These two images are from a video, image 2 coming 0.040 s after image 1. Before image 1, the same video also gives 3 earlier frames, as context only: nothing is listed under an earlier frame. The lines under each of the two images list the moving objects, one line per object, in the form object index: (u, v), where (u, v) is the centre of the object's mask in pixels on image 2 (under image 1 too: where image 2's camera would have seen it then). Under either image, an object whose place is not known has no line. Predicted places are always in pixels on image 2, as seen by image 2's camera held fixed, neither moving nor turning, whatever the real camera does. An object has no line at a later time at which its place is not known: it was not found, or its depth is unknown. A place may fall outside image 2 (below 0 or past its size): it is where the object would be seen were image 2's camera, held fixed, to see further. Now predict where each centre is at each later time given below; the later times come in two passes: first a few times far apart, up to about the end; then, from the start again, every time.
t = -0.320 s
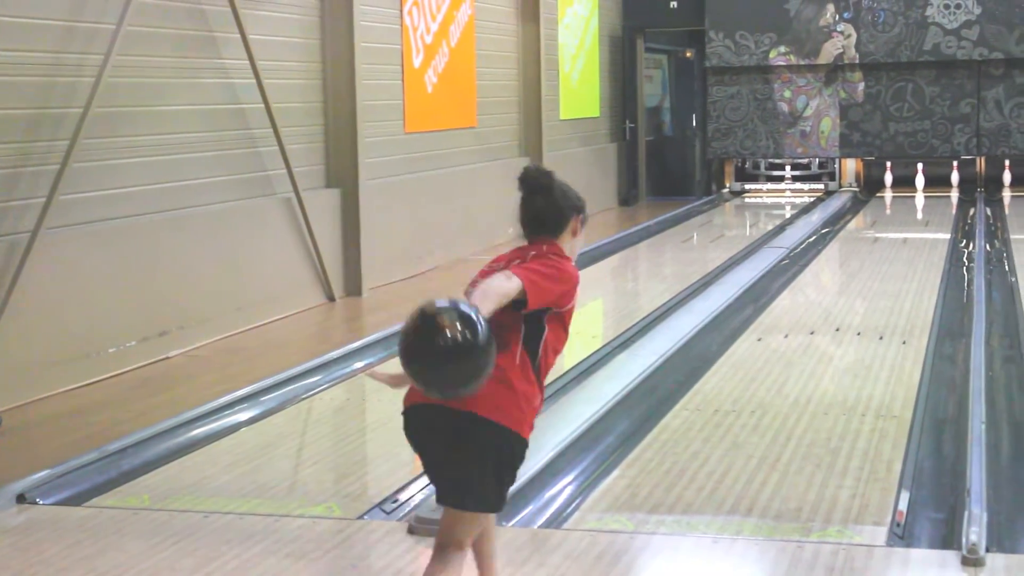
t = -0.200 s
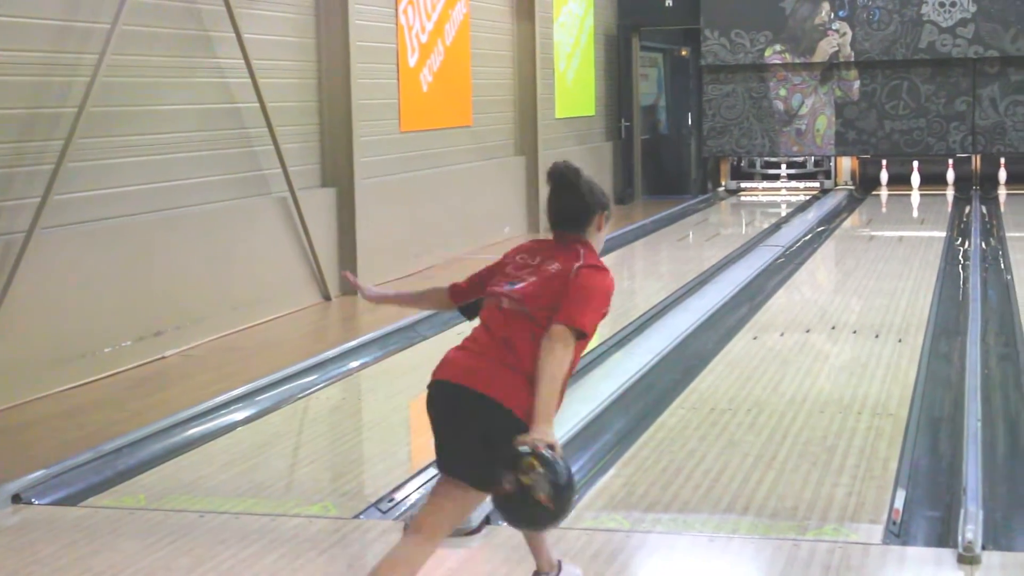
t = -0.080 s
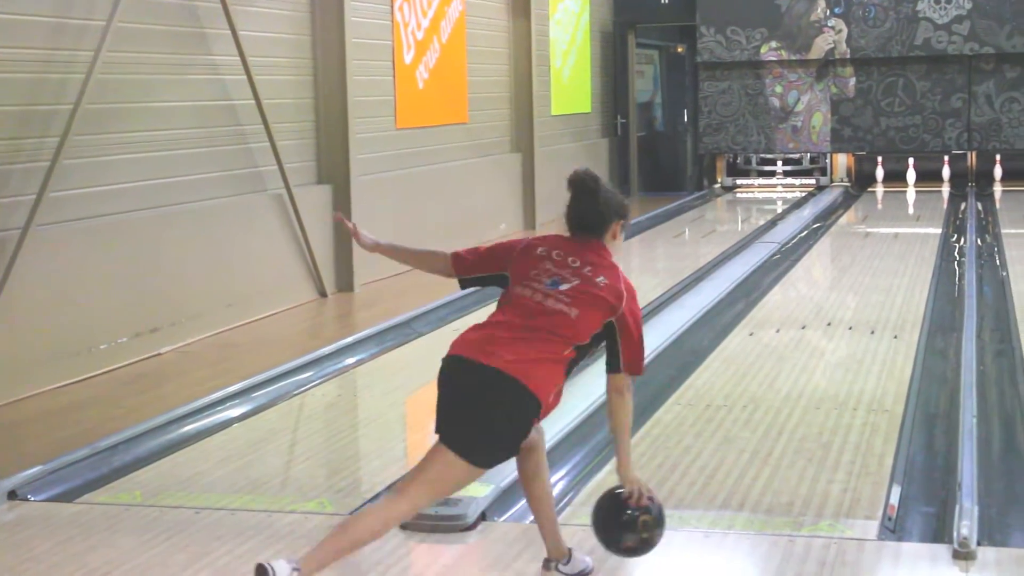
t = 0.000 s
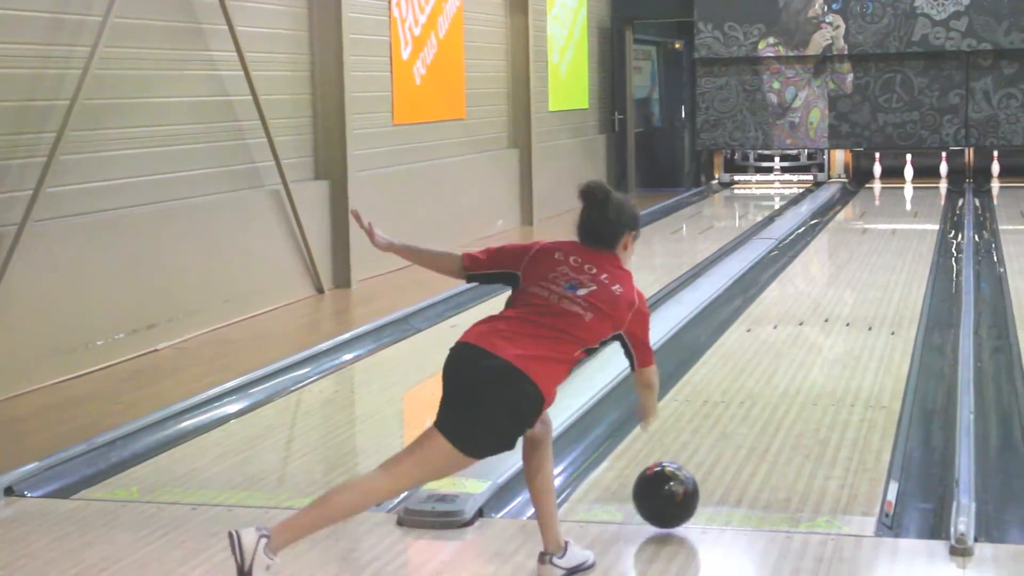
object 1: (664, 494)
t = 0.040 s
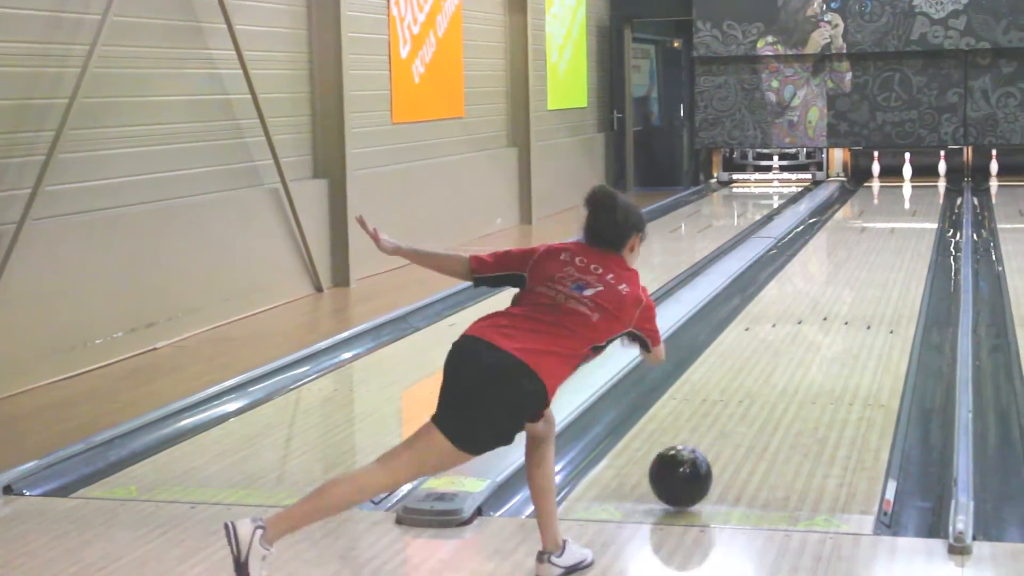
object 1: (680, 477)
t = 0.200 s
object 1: (732, 419)
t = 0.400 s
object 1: (778, 365)
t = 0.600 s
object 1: (810, 324)
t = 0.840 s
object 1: (840, 289)
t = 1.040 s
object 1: (858, 267)
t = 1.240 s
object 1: (872, 249)
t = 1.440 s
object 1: (883, 235)
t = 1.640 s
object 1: (891, 222)
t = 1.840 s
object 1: (898, 212)
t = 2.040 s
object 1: (902, 203)
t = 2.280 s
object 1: (904, 194)
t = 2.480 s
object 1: (904, 188)
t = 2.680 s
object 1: (902, 182)
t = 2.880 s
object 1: (899, 178)
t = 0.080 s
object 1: (695, 460)
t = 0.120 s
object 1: (708, 446)
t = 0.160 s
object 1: (720, 432)
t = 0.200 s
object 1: (732, 419)
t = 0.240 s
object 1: (742, 406)
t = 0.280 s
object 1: (752, 395)
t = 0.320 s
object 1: (761, 384)
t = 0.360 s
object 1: (770, 374)
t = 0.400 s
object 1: (778, 365)
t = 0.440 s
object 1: (785, 356)
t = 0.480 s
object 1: (792, 347)
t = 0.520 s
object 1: (798, 340)
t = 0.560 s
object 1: (805, 332)
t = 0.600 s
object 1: (810, 324)
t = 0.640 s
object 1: (816, 318)
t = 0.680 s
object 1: (821, 312)
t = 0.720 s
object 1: (827, 306)
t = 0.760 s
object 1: (831, 300)
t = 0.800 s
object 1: (836, 295)
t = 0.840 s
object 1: (840, 289)
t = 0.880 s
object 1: (843, 284)
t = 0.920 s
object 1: (847, 280)
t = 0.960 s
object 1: (851, 275)
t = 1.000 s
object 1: (854, 271)
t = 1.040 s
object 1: (858, 267)
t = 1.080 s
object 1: (861, 263)
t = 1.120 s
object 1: (864, 259)
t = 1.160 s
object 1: (866, 256)
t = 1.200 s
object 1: (869, 253)
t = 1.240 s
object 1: (872, 249)
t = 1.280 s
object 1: (874, 246)
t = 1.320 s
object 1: (876, 243)
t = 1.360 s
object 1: (878, 241)
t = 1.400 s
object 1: (881, 238)
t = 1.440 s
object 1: (883, 235)
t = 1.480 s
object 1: (885, 232)
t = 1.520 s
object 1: (886, 229)
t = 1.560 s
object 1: (888, 227)
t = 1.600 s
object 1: (890, 224)
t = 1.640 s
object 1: (891, 222)
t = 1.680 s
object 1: (893, 220)
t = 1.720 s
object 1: (894, 218)
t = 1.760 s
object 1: (896, 215)
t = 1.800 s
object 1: (897, 213)
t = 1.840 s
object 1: (898, 212)
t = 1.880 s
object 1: (899, 210)
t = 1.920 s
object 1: (899, 208)
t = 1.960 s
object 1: (900, 206)
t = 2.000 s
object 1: (901, 205)
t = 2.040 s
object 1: (902, 203)
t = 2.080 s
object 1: (902, 201)
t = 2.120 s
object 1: (903, 200)
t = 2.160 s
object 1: (903, 198)
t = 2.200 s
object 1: (903, 197)
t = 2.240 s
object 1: (904, 195)
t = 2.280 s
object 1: (904, 194)
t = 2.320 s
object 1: (904, 193)
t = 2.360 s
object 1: (904, 191)
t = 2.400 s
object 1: (904, 190)
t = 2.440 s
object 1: (904, 189)
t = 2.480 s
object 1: (904, 188)
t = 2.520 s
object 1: (903, 187)
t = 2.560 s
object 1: (903, 186)
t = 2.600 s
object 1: (903, 184)
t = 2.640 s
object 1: (903, 183)
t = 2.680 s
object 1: (902, 182)
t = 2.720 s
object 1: (901, 182)
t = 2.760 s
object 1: (901, 181)
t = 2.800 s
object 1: (900, 181)
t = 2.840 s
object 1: (900, 179)
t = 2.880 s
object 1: (899, 178)
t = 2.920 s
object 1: (898, 178)
